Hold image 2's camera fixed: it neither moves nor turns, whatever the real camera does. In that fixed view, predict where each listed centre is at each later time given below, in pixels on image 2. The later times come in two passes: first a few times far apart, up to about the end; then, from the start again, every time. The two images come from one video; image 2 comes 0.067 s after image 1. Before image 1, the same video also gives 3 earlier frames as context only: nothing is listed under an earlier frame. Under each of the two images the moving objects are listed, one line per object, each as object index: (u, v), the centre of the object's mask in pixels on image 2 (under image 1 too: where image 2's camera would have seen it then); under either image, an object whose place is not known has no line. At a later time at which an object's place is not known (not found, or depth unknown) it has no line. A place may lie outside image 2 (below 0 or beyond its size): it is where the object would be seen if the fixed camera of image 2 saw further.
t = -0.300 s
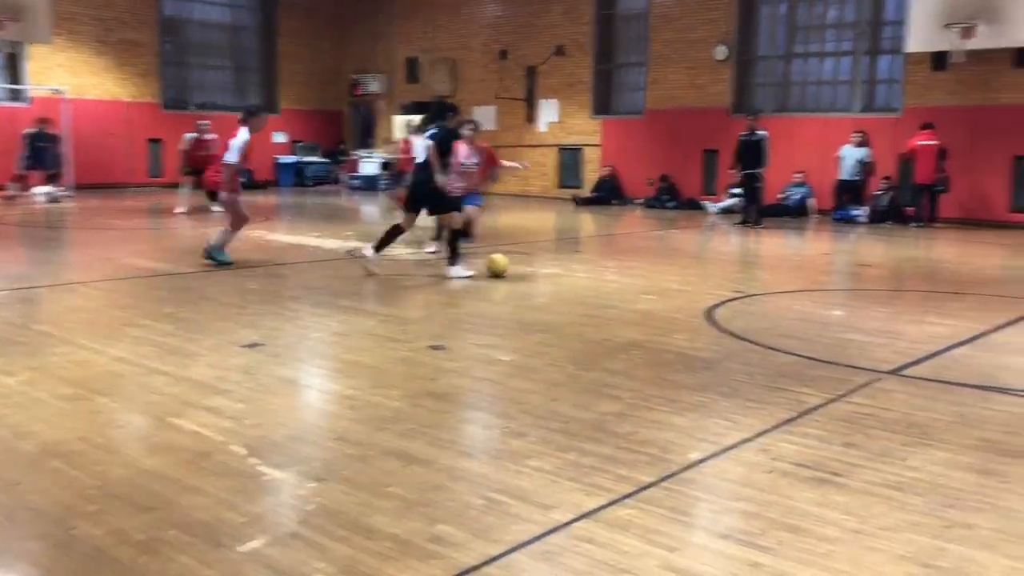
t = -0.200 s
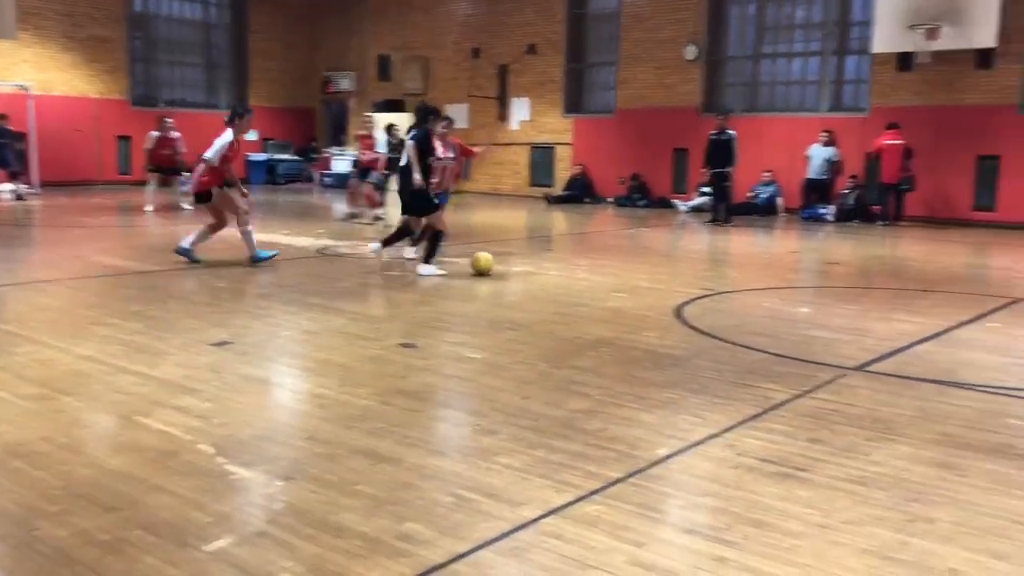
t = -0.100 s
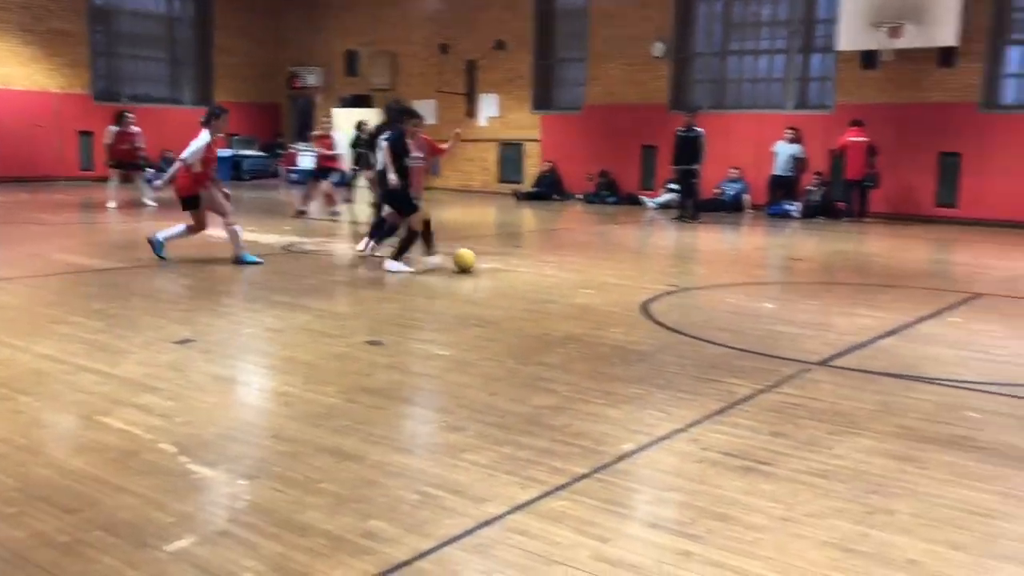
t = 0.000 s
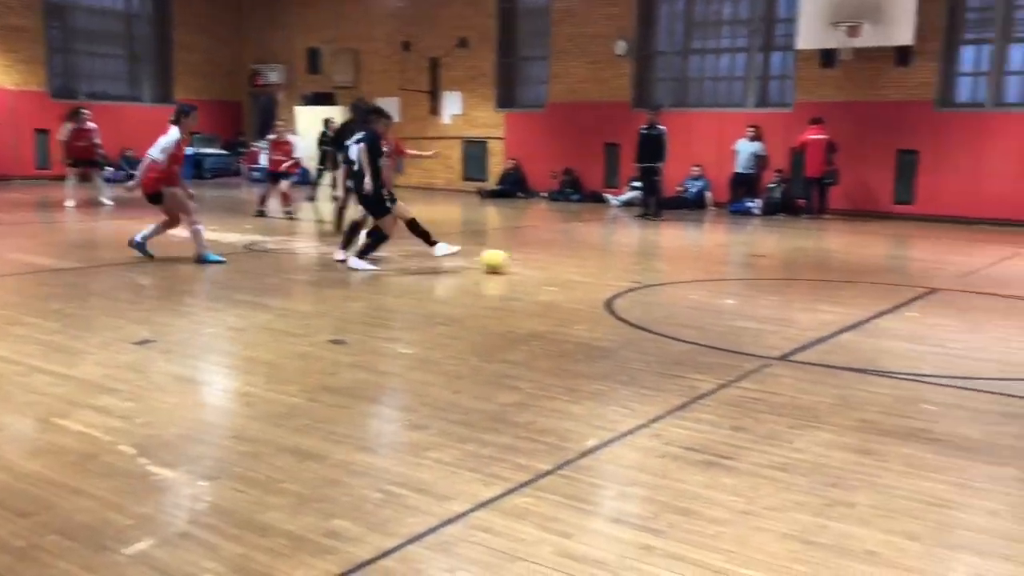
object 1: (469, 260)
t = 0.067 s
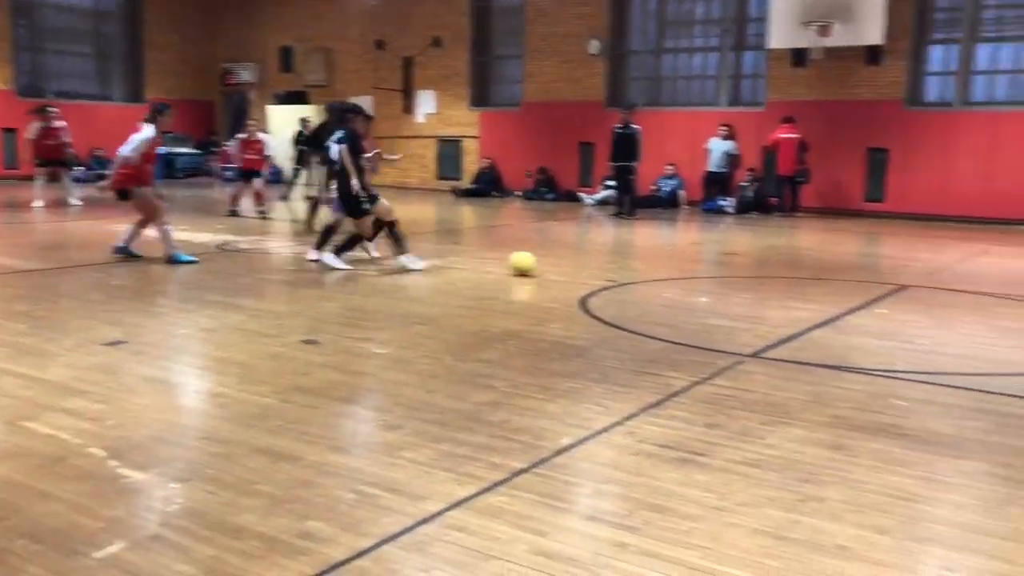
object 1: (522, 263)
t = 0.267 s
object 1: (680, 272)
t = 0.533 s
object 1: (878, 283)
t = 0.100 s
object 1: (549, 264)
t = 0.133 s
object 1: (576, 266)
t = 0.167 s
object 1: (603, 268)
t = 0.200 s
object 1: (628, 268)
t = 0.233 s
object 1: (654, 270)
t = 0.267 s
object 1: (680, 272)
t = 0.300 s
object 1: (705, 273)
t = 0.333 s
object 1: (731, 275)
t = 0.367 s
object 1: (756, 276)
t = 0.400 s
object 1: (780, 278)
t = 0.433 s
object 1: (804, 279)
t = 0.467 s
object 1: (830, 280)
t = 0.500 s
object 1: (853, 282)
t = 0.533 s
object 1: (878, 283)
